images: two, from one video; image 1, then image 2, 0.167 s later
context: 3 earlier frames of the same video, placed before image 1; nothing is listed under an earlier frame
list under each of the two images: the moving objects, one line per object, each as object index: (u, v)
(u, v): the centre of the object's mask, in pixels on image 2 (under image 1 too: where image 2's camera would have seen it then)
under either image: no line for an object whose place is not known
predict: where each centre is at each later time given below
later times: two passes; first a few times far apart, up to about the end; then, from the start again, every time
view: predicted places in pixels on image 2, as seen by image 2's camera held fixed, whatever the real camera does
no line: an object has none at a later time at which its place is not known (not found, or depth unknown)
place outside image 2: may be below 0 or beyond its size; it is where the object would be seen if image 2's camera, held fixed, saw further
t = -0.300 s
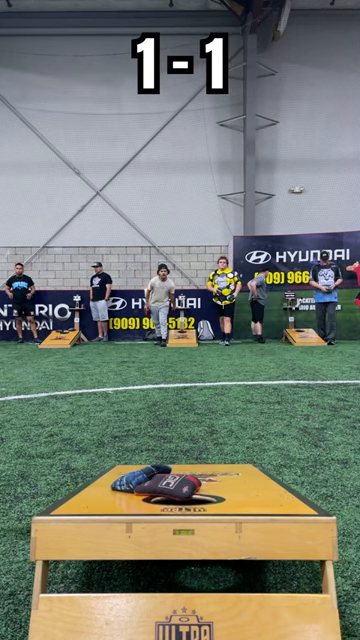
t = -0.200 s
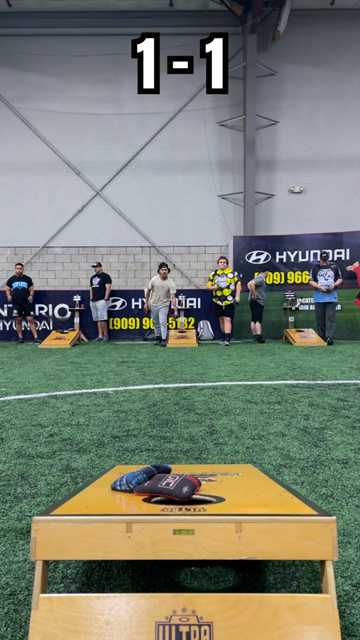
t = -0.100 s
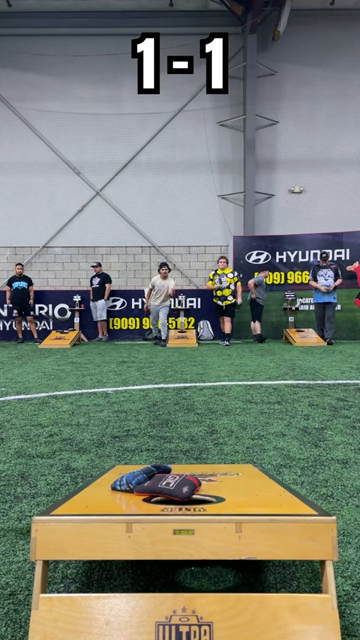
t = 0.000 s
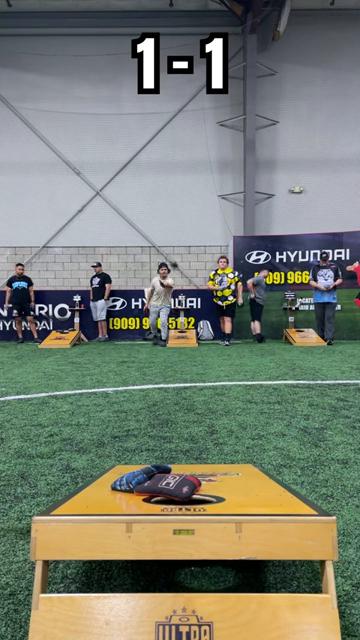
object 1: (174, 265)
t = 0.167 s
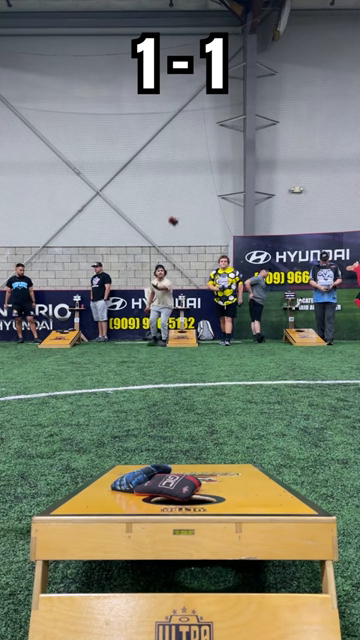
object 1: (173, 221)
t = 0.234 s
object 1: (172, 205)
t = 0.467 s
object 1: (172, 163)
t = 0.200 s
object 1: (173, 213)
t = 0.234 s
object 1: (172, 205)
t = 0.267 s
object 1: (172, 198)
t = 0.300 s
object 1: (172, 191)
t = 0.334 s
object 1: (172, 184)
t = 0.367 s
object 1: (172, 179)
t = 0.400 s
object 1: (172, 173)
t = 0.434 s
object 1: (171, 167)
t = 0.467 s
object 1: (172, 163)
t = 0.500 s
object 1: (171, 160)
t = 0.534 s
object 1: (172, 157)
